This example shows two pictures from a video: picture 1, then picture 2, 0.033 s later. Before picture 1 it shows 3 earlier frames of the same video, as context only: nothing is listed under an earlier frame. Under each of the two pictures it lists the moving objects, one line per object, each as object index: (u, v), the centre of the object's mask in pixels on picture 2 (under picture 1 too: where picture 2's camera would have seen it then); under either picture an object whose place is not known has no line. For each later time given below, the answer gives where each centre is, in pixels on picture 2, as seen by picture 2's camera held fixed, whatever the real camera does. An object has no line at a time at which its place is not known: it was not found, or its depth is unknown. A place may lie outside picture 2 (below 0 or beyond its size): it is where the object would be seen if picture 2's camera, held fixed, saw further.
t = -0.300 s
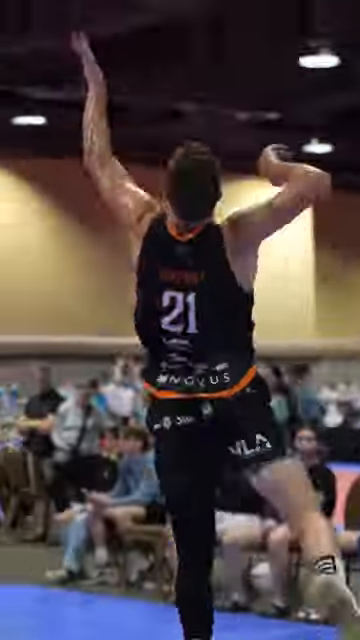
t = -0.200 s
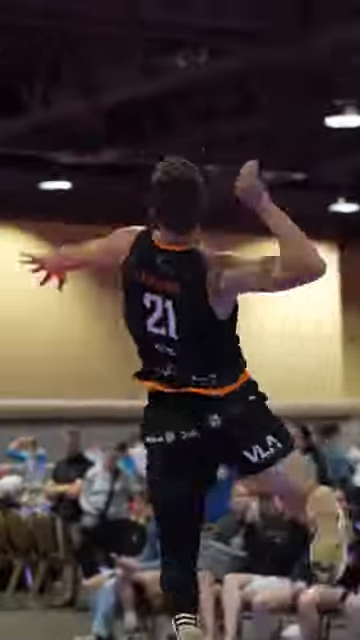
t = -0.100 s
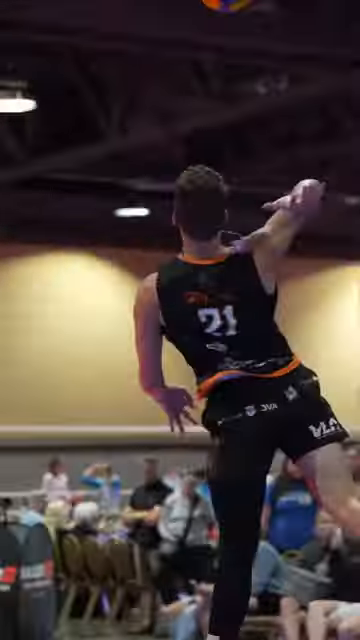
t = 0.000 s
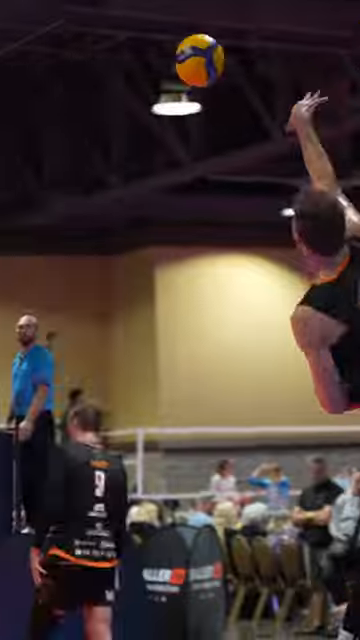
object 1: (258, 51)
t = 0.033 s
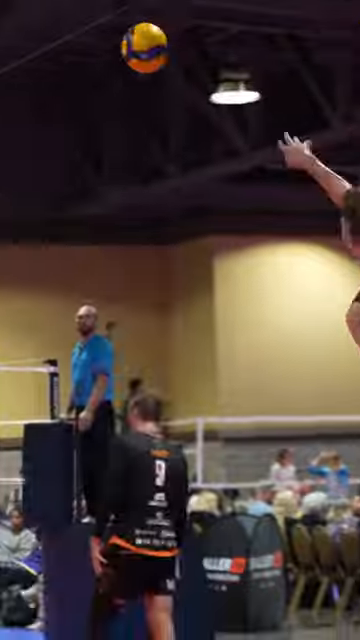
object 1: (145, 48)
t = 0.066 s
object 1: (44, 50)
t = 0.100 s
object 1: (-48, 55)
